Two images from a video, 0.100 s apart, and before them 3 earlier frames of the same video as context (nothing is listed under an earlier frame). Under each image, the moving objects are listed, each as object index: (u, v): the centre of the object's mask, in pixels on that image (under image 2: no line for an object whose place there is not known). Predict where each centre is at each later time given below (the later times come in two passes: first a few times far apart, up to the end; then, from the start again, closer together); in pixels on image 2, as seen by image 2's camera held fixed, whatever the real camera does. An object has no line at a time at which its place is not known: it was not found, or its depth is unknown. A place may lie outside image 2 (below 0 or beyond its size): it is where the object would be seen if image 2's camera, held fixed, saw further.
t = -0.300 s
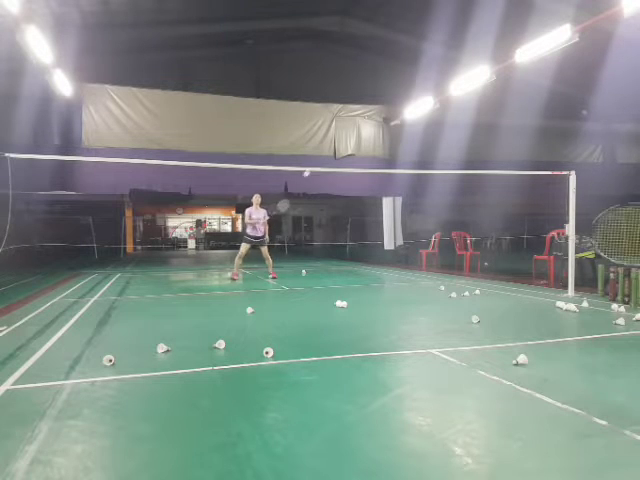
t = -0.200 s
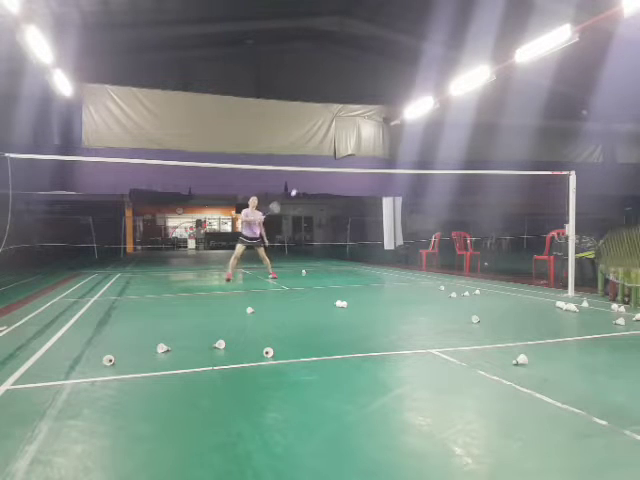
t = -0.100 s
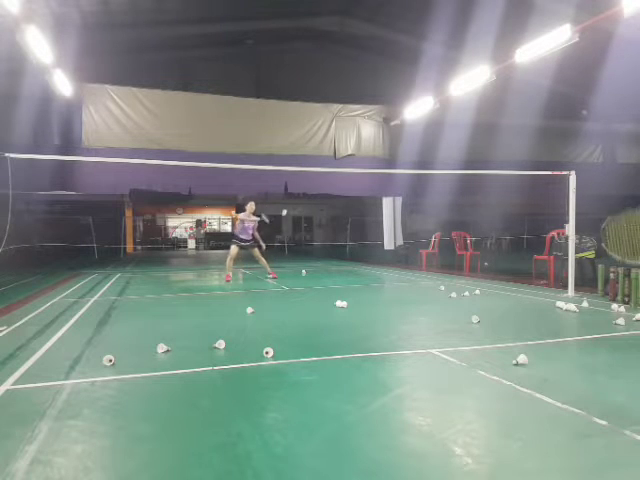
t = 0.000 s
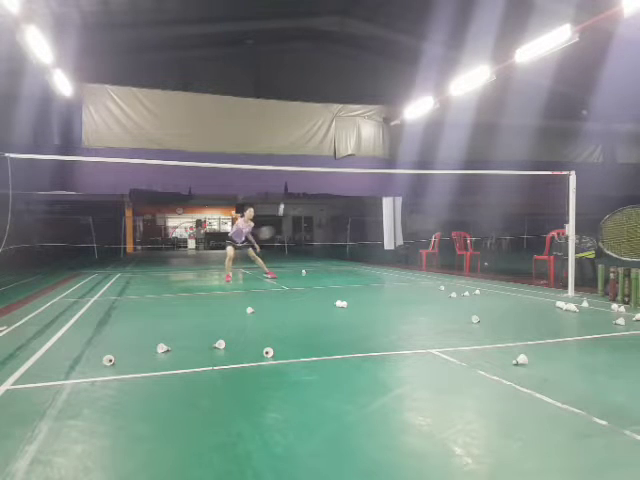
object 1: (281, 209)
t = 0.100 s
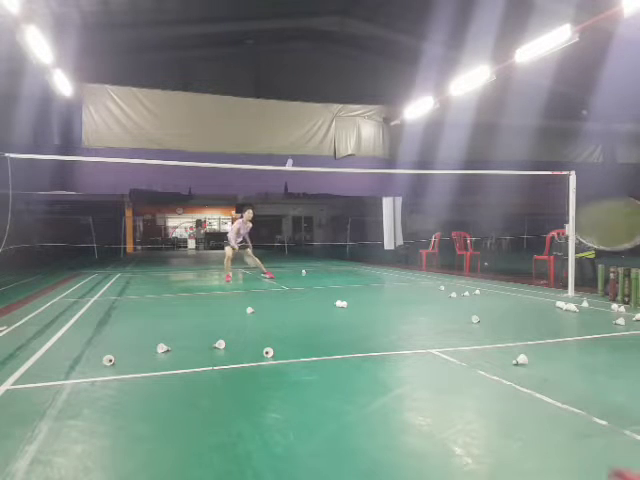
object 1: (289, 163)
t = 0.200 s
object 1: (297, 124)
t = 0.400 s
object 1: (321, 49)
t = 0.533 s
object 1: (343, 15)
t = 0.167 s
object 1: (294, 138)
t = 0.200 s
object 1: (297, 124)
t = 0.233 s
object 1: (301, 110)
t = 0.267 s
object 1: (304, 96)
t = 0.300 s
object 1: (308, 84)
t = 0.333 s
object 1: (311, 72)
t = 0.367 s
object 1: (316, 60)
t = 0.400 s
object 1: (321, 49)
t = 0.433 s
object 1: (326, 40)
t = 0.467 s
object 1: (332, 30)
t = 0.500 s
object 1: (337, 23)
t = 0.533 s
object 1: (343, 15)
